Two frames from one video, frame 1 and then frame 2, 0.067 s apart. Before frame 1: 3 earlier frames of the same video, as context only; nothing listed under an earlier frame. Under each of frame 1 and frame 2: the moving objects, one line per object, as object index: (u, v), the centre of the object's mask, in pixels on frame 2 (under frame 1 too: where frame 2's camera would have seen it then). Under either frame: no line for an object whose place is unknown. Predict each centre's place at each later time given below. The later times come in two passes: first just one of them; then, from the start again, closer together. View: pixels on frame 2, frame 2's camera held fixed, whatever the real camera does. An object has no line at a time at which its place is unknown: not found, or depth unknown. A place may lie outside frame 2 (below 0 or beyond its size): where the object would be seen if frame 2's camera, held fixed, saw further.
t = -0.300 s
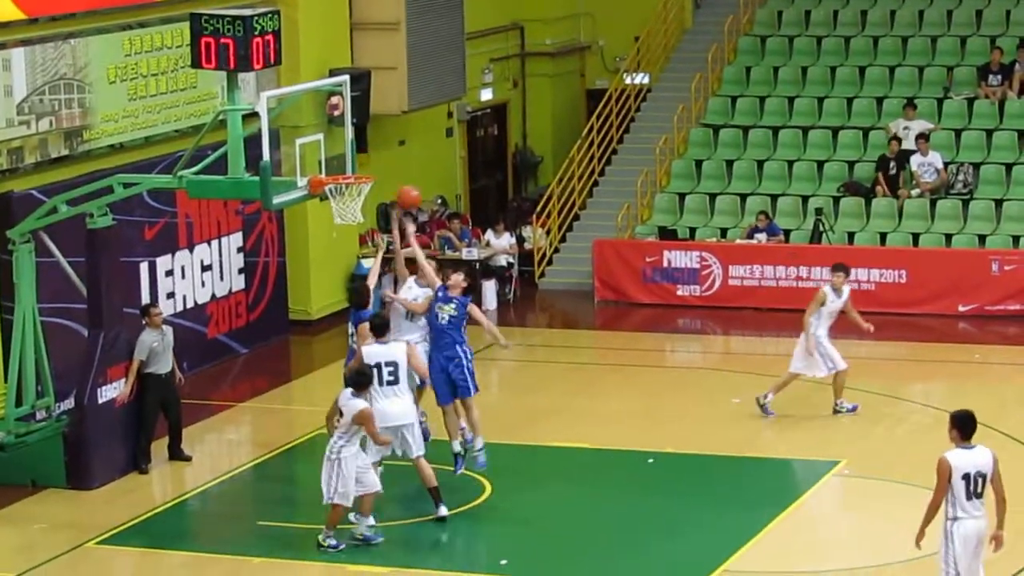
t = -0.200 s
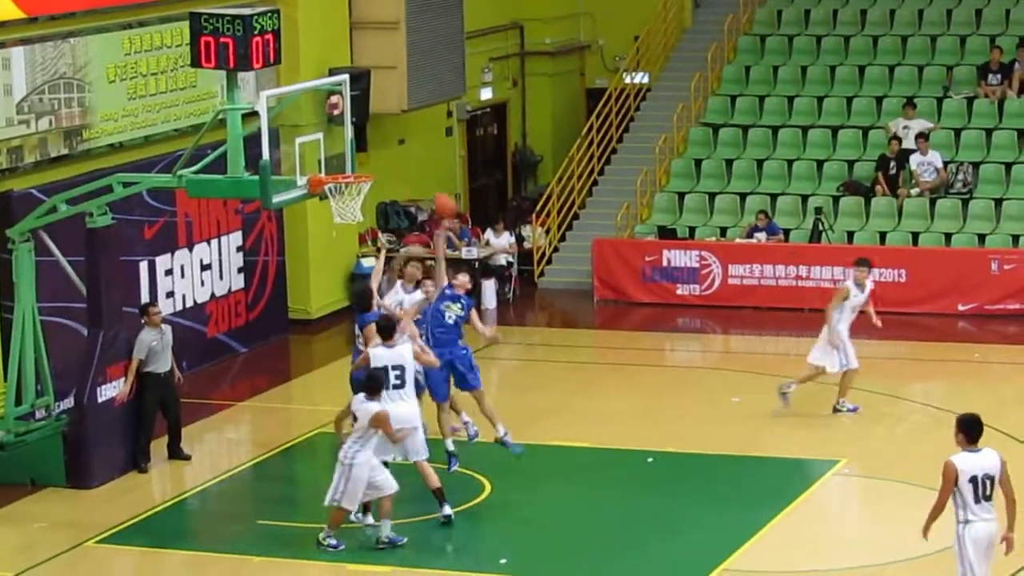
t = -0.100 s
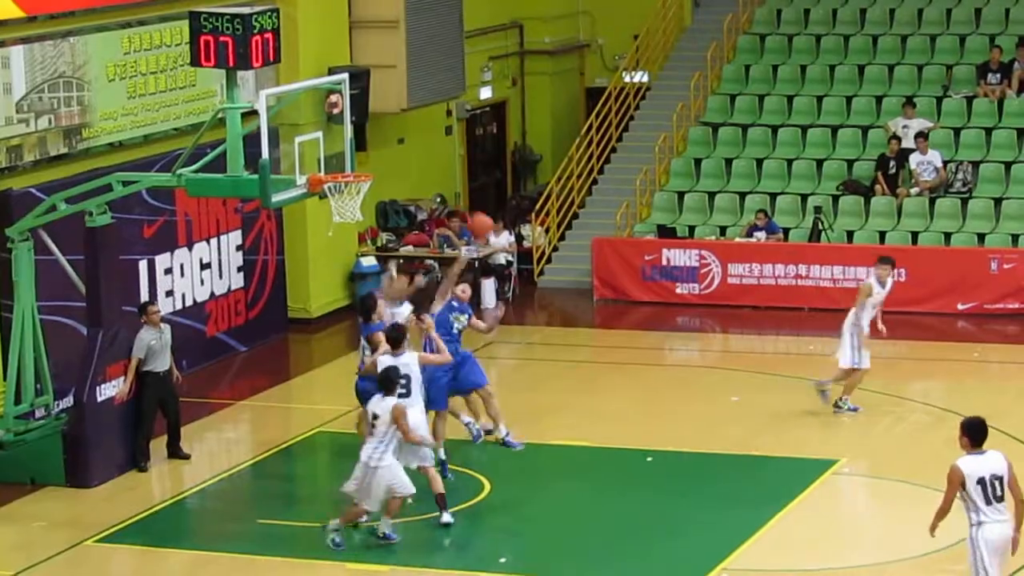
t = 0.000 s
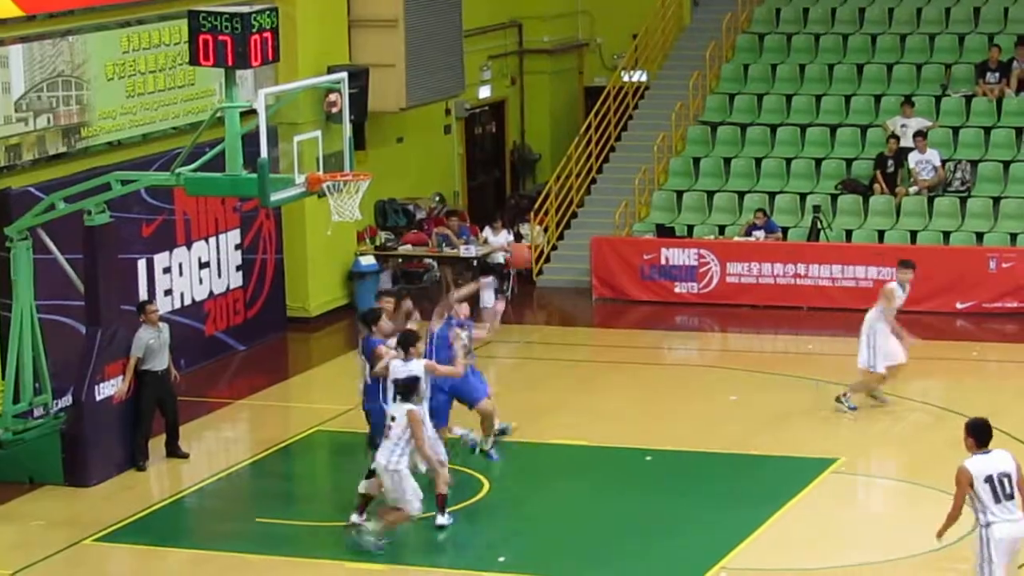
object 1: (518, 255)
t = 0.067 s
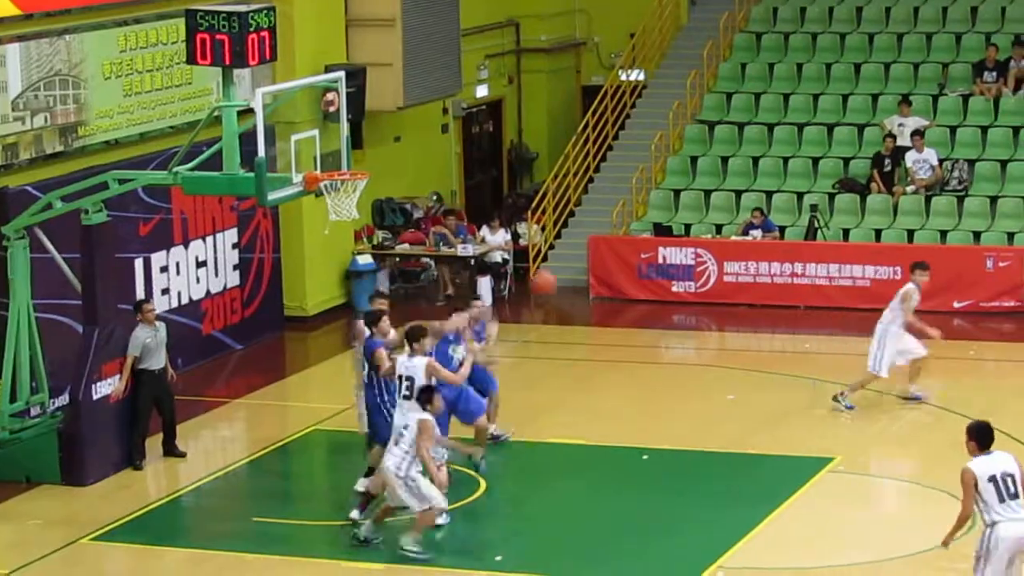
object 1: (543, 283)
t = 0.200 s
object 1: (600, 357)
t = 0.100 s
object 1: (555, 296)
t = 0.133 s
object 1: (570, 315)
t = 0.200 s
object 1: (600, 357)
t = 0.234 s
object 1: (614, 376)
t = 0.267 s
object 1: (630, 399)
